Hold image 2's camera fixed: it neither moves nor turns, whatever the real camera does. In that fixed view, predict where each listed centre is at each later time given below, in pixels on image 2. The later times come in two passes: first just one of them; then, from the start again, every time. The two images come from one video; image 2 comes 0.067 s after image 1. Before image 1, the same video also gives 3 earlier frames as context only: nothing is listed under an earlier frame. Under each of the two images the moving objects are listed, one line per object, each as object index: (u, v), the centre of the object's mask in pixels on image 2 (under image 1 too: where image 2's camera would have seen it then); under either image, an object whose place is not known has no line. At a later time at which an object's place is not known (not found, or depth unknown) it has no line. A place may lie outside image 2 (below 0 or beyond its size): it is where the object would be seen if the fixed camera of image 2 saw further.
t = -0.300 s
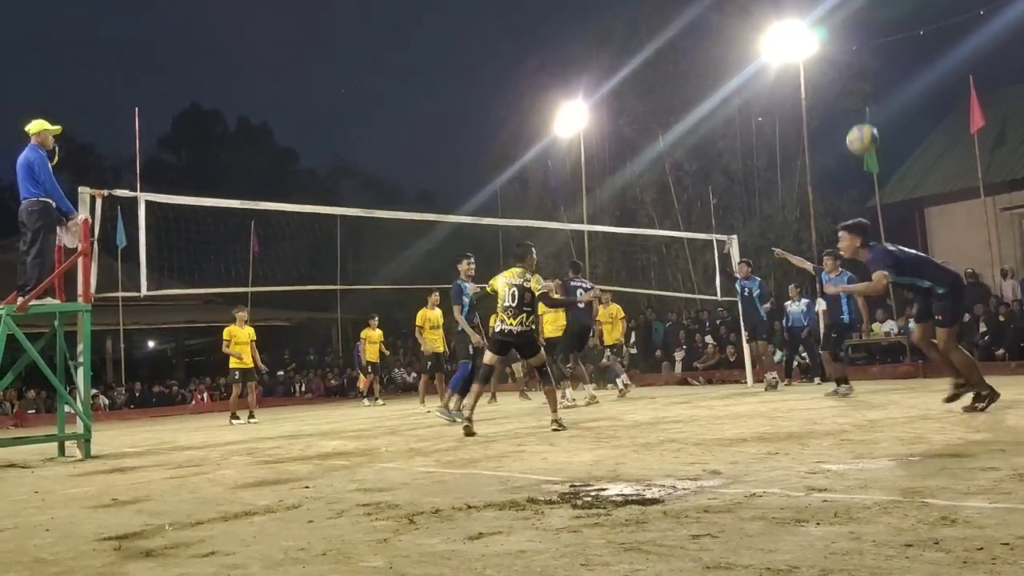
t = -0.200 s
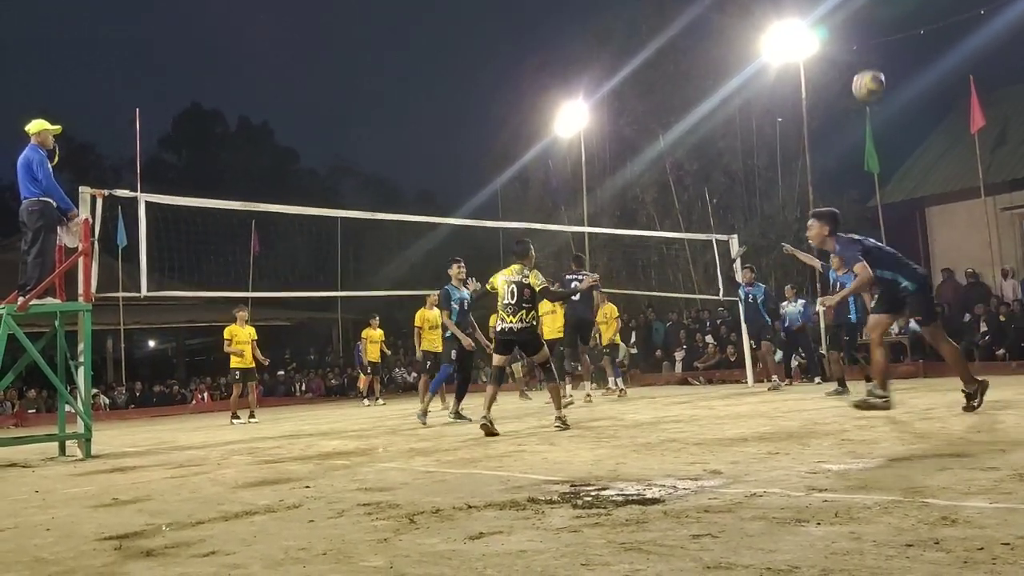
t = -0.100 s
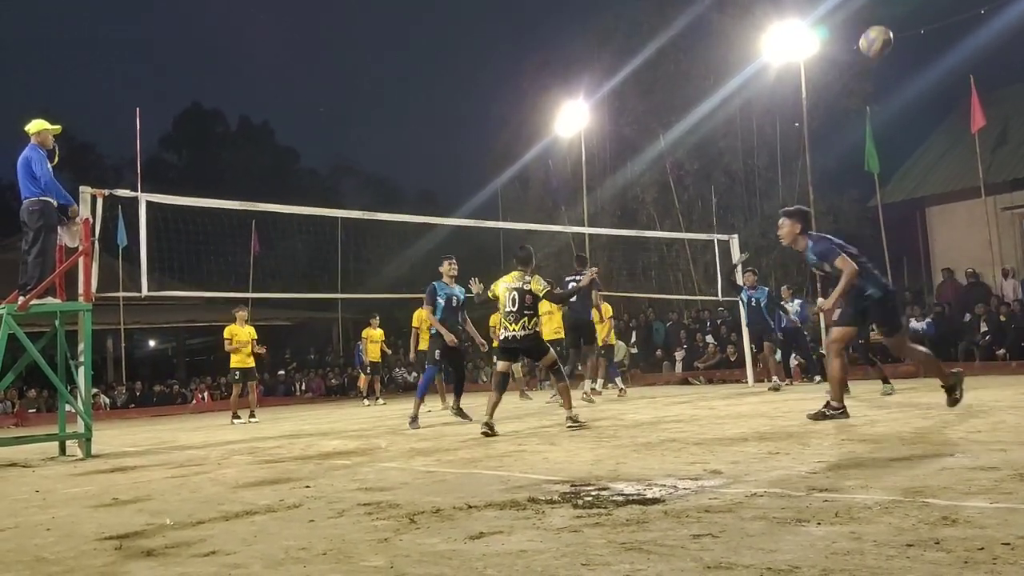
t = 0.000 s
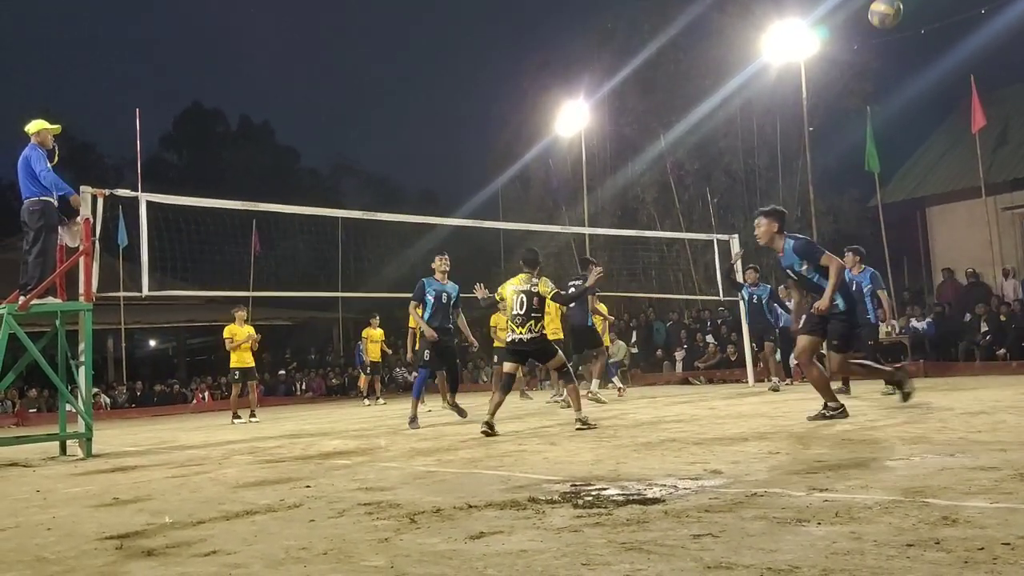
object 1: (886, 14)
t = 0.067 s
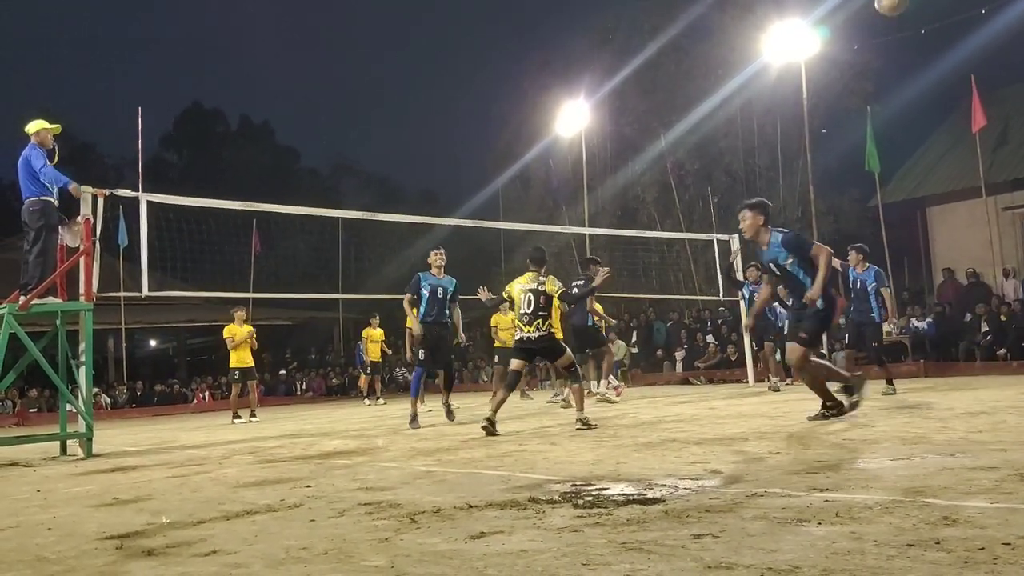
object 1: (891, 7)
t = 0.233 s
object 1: (909, 4)
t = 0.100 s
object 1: (893, 5)
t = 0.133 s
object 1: (897, 4)
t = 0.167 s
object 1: (901, 3)
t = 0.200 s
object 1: (904, 3)
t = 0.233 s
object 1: (909, 4)
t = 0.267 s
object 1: (915, 6)
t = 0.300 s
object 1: (920, 8)
